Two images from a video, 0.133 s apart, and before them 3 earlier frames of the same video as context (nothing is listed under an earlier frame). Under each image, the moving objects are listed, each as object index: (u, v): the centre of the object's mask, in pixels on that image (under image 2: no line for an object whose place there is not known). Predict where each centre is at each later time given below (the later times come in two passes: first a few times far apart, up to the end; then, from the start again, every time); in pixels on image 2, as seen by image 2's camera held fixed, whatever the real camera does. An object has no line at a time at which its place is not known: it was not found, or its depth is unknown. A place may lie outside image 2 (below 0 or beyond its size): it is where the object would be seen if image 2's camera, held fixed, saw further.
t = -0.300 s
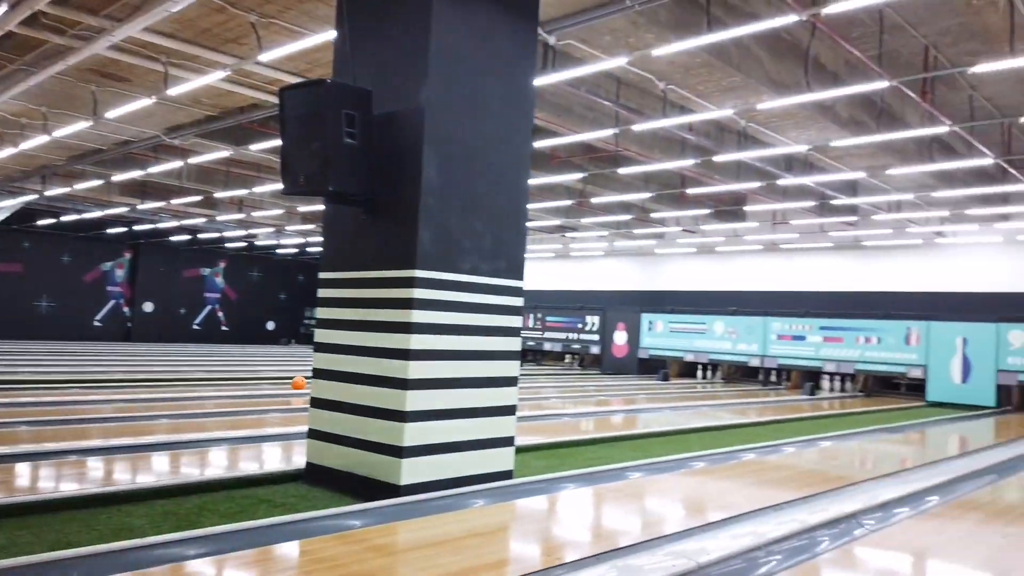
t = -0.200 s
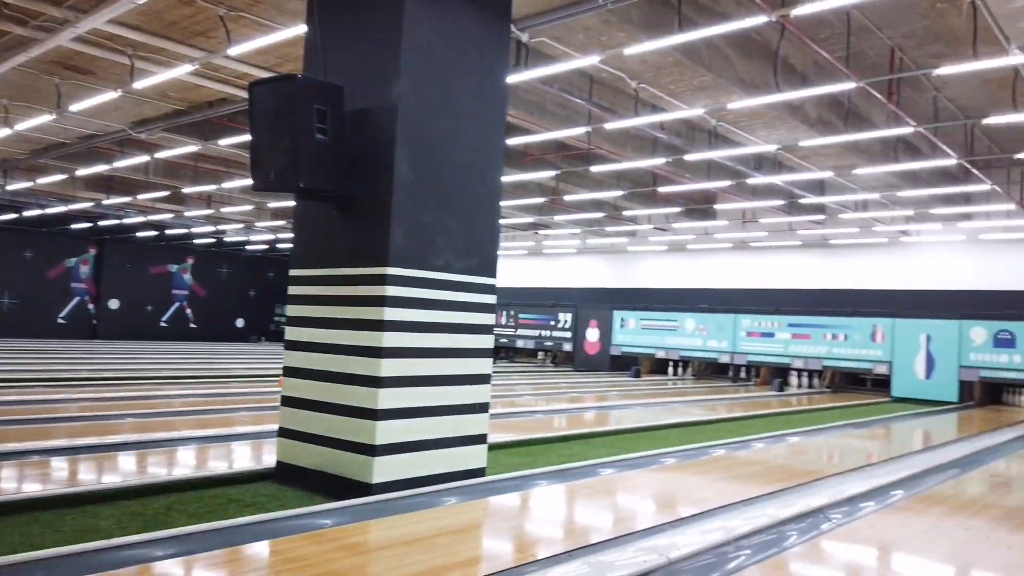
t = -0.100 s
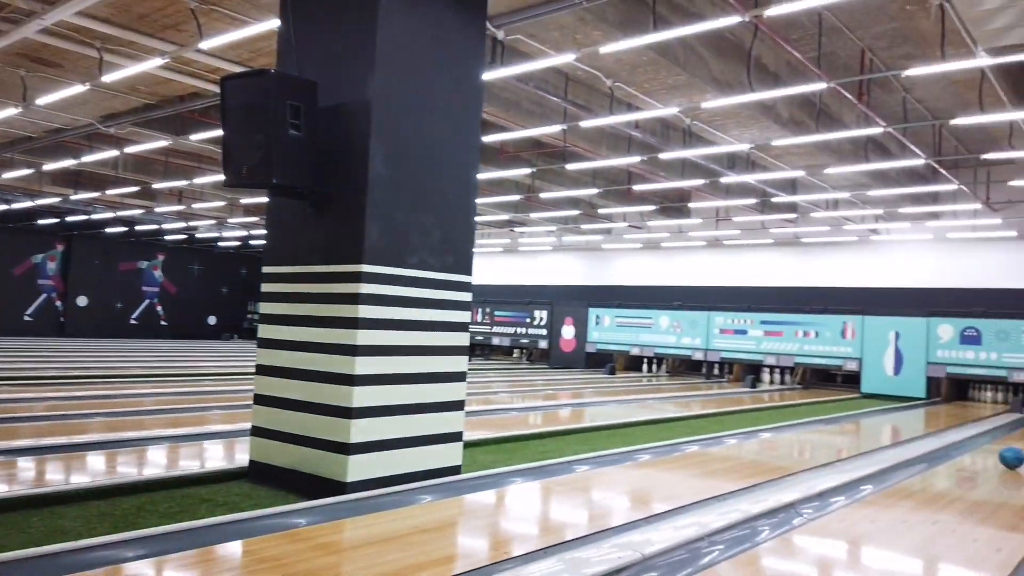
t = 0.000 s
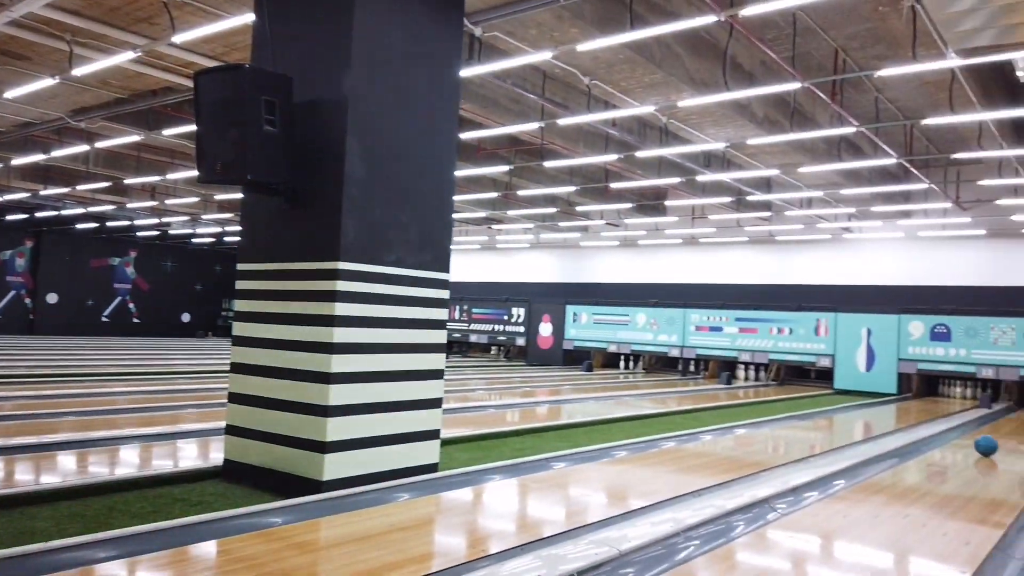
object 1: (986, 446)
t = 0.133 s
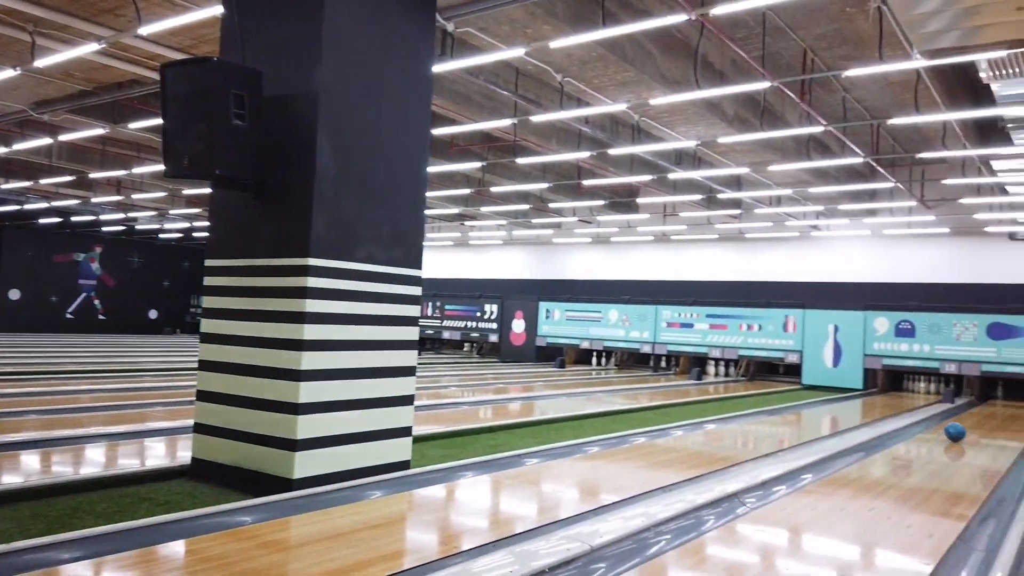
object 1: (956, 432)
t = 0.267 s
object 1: (961, 426)
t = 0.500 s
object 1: (966, 417)
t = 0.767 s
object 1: (968, 409)
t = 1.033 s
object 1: (964, 406)
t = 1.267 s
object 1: (972, 402)
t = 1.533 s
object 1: (984, 398)
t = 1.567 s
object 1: (984, 398)
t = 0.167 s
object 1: (957, 431)
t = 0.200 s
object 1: (958, 429)
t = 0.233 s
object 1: (959, 428)
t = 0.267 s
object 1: (961, 426)
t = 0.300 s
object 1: (961, 425)
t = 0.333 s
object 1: (962, 423)
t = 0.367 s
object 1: (963, 422)
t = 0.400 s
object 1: (964, 421)
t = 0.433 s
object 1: (964, 420)
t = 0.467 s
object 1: (965, 418)
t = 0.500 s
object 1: (966, 417)
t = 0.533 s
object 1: (966, 416)
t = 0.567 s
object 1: (967, 415)
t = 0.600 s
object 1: (967, 414)
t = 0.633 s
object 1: (967, 413)
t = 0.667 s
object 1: (968, 412)
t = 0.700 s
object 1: (967, 411)
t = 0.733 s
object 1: (968, 410)
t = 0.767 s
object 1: (968, 409)
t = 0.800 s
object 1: (968, 409)
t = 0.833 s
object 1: (967, 408)
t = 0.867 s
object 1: (967, 407)
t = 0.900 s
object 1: (967, 406)
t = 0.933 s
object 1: (966, 406)
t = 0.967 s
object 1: (965, 405)
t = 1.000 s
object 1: (966, 405)
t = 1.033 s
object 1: (964, 406)
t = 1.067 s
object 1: (965, 405)
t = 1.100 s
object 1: (967, 403)
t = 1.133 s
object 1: (969, 403)
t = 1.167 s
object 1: (972, 402)
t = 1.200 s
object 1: (973, 403)
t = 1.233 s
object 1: (972, 402)
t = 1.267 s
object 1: (972, 402)
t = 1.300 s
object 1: (974, 401)
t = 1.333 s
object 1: (976, 401)
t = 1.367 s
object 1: (977, 401)
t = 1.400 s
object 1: (978, 401)
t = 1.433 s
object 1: (980, 400)
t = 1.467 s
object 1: (981, 400)
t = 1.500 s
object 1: (983, 399)
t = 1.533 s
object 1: (984, 398)
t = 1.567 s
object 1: (984, 398)
